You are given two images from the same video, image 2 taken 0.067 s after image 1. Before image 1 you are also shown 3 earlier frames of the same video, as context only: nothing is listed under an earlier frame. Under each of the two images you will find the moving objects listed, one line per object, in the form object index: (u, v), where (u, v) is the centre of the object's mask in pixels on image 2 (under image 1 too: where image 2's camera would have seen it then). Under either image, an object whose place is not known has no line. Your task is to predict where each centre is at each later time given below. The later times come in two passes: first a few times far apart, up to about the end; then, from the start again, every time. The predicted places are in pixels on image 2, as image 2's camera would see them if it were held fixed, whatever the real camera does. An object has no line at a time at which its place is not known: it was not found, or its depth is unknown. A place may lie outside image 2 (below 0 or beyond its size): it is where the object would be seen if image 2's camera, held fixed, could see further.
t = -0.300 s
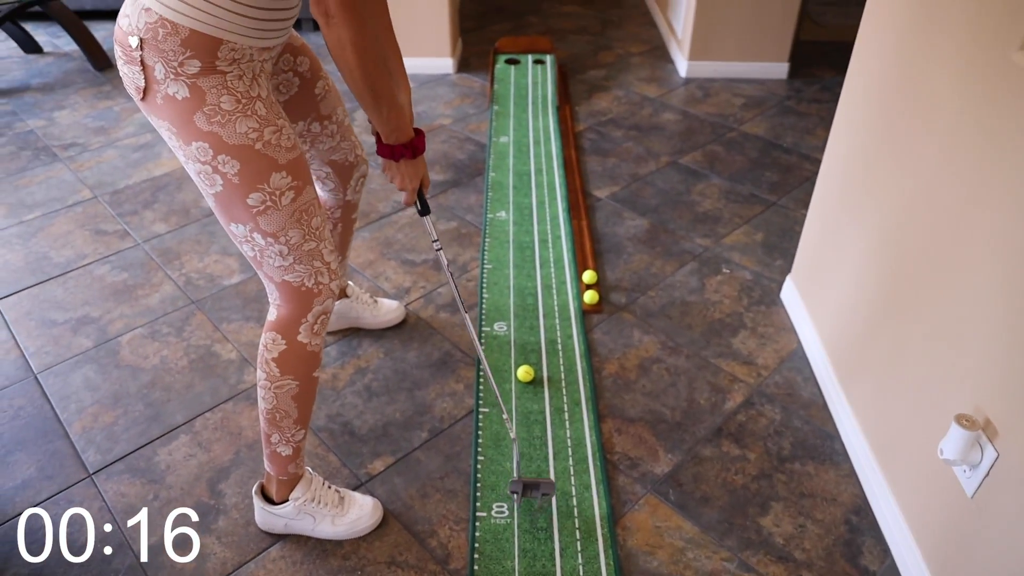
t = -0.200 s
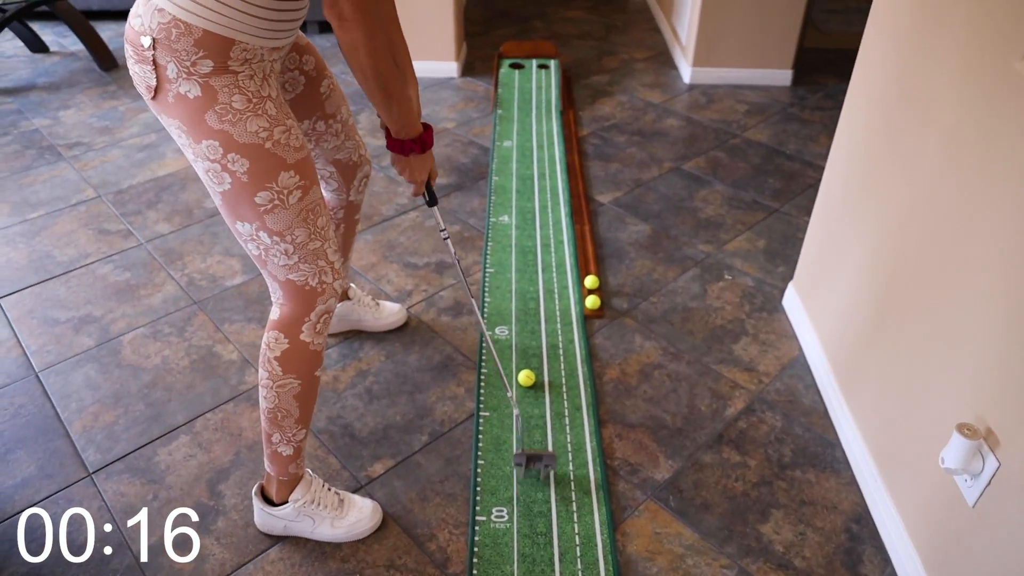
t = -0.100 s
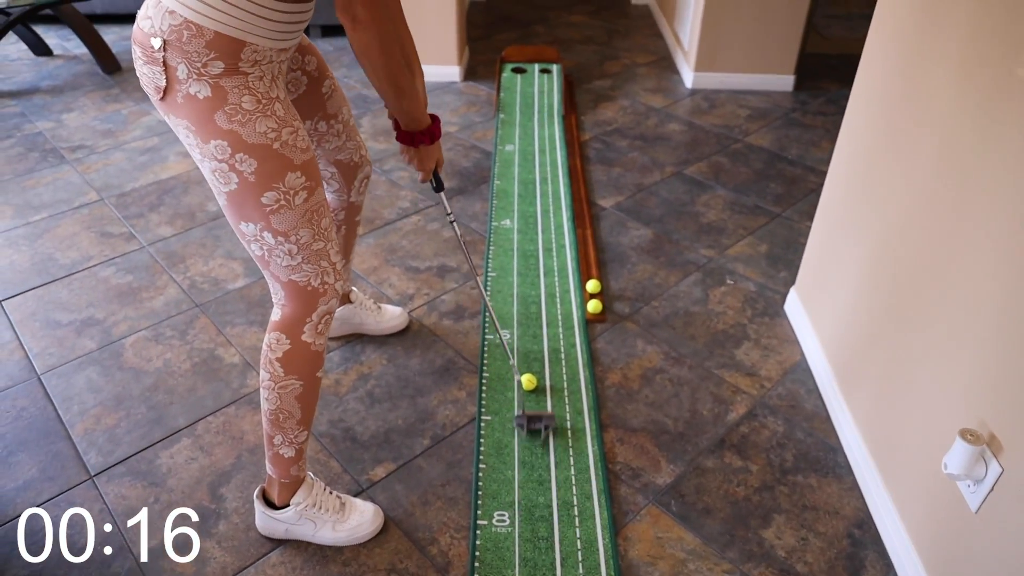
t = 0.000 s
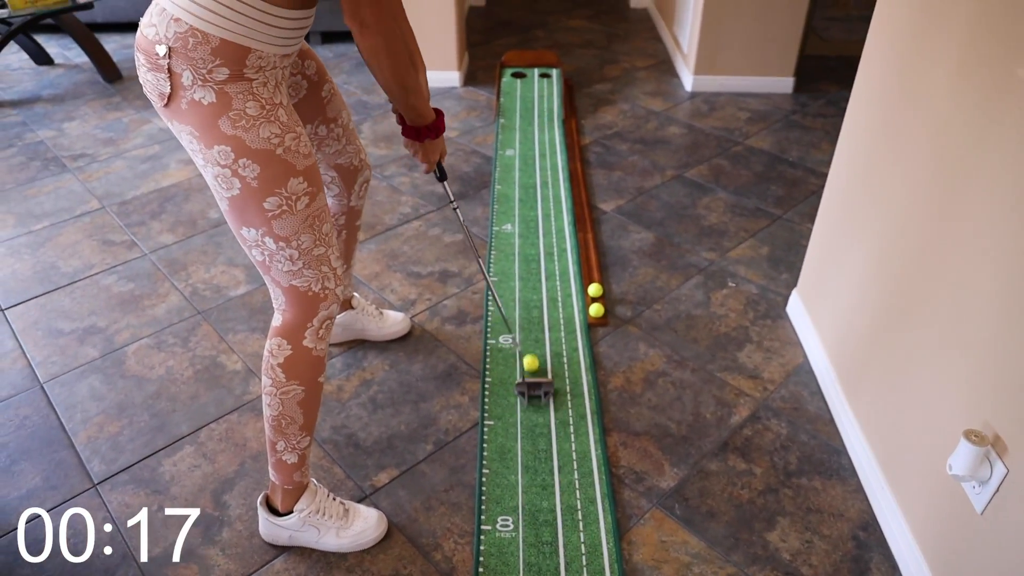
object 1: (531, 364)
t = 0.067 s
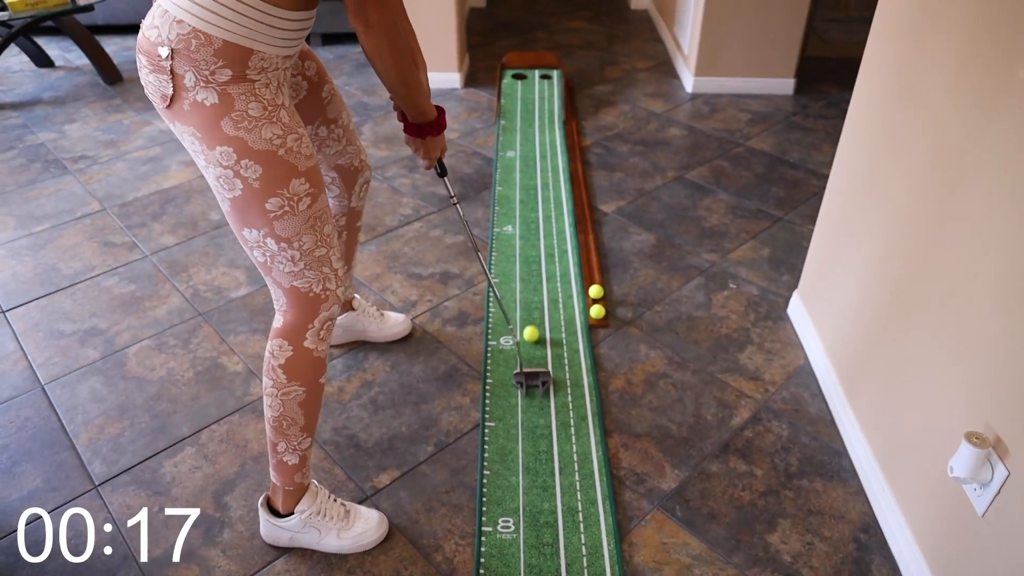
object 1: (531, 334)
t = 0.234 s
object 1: (530, 278)
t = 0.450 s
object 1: (530, 221)
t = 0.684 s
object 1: (529, 174)
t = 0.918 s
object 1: (527, 137)
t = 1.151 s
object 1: (528, 99)
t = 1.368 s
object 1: (529, 74)
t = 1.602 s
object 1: (531, 67)
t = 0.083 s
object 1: (531, 327)
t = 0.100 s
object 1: (531, 321)
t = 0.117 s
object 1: (531, 315)
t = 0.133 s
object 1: (531, 310)
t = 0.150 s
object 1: (531, 304)
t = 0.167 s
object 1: (531, 298)
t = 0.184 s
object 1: (531, 293)
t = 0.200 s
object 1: (530, 288)
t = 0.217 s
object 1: (530, 283)
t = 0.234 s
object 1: (530, 278)
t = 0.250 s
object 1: (530, 273)
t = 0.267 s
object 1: (530, 268)
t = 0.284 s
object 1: (530, 264)
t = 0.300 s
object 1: (531, 259)
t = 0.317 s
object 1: (530, 255)
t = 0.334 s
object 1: (530, 250)
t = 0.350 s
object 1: (530, 246)
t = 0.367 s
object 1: (530, 241)
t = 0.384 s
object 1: (530, 237)
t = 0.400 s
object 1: (530, 233)
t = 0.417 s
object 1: (530, 229)
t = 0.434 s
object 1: (530, 225)
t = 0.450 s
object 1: (530, 221)
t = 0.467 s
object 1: (530, 217)
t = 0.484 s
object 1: (530, 214)
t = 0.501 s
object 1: (530, 210)
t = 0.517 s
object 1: (529, 207)
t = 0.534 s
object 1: (529, 203)
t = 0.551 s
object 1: (529, 200)
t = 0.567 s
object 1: (529, 196)
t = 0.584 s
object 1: (529, 193)
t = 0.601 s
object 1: (529, 190)
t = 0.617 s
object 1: (529, 187)
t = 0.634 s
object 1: (529, 183)
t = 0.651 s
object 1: (529, 180)
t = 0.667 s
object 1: (528, 177)
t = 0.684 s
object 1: (529, 174)
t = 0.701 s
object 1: (529, 172)
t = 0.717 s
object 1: (529, 168)
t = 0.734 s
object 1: (529, 166)
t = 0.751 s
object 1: (529, 163)
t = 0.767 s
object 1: (528, 160)
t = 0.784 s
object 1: (528, 157)
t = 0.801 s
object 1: (528, 155)
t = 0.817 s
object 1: (528, 152)
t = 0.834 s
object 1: (528, 149)
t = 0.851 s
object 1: (528, 147)
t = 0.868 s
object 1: (528, 144)
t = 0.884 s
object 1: (528, 141)
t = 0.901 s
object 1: (528, 139)
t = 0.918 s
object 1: (527, 137)
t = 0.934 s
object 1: (527, 134)
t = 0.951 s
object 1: (527, 132)
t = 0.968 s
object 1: (527, 130)
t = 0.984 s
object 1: (527, 128)
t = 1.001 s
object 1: (527, 125)
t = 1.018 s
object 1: (527, 123)
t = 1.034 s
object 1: (527, 120)
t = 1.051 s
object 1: (527, 117)
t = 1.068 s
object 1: (527, 114)
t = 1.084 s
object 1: (527, 111)
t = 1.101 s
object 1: (527, 108)
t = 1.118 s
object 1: (527, 105)
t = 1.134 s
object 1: (527, 102)
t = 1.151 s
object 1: (528, 99)
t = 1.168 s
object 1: (528, 97)
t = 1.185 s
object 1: (528, 94)
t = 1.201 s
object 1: (528, 91)
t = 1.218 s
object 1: (528, 89)
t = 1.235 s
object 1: (528, 87)
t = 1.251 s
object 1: (528, 85)
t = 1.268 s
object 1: (528, 83)
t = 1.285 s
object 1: (528, 81)
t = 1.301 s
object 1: (529, 79)
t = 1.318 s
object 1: (529, 78)
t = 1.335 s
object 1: (529, 77)
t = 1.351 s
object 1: (529, 75)
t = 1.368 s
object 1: (529, 74)
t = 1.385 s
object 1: (529, 74)
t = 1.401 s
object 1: (529, 73)
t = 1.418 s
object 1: (529, 71)
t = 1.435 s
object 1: (530, 70)
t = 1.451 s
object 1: (530, 69)
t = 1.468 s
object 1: (530, 68)
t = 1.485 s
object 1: (530, 67)
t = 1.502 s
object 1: (530, 66)
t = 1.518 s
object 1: (530, 65)
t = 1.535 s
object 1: (531, 64)
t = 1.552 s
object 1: (531, 64)
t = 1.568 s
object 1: (531, 65)
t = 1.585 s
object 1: (531, 65)
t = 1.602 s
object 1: (531, 67)
